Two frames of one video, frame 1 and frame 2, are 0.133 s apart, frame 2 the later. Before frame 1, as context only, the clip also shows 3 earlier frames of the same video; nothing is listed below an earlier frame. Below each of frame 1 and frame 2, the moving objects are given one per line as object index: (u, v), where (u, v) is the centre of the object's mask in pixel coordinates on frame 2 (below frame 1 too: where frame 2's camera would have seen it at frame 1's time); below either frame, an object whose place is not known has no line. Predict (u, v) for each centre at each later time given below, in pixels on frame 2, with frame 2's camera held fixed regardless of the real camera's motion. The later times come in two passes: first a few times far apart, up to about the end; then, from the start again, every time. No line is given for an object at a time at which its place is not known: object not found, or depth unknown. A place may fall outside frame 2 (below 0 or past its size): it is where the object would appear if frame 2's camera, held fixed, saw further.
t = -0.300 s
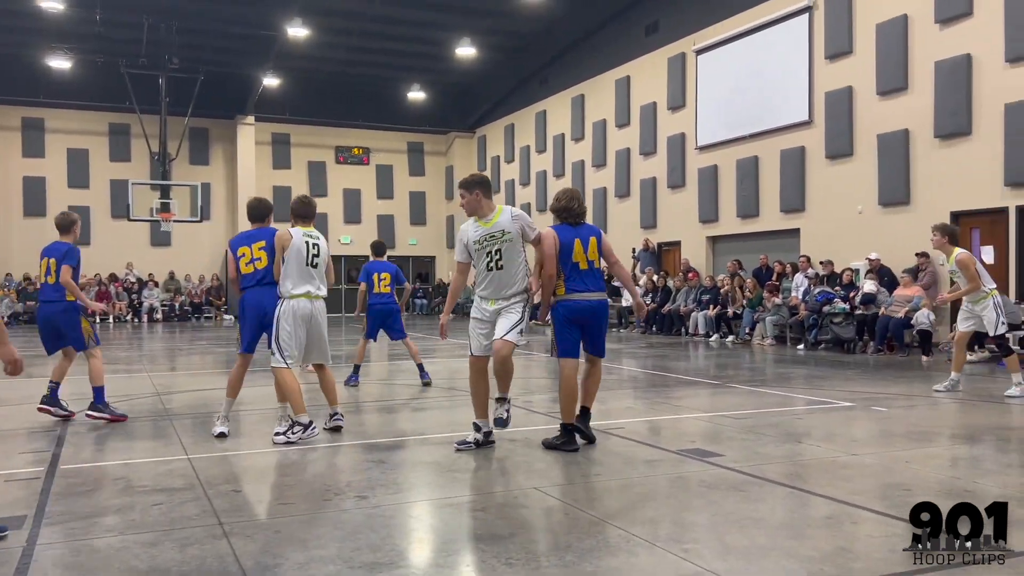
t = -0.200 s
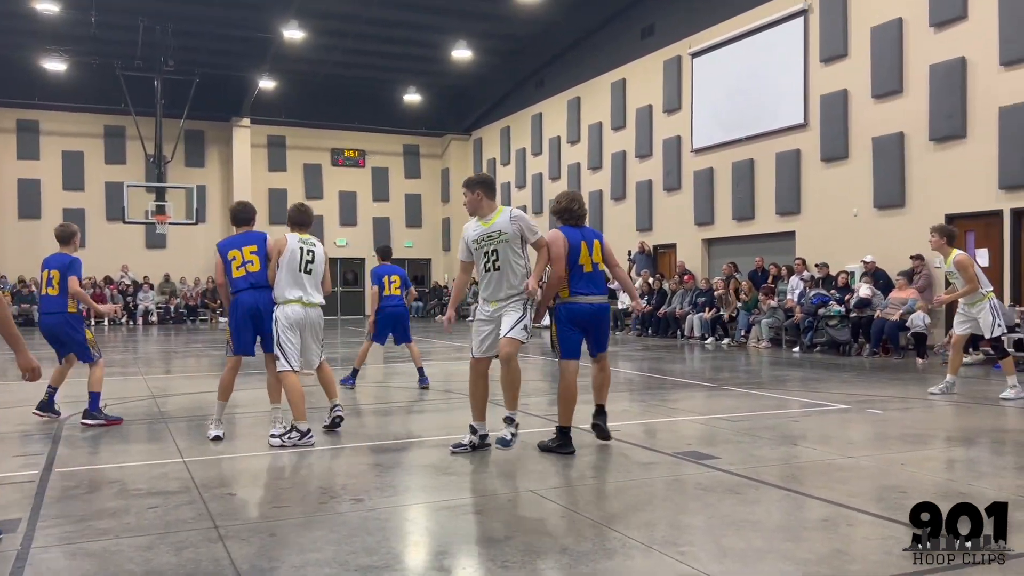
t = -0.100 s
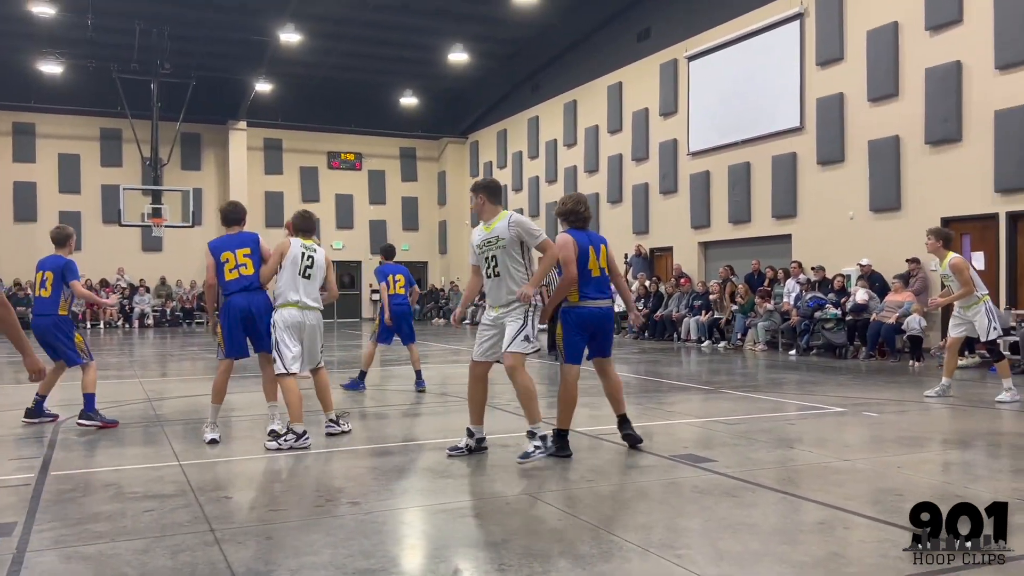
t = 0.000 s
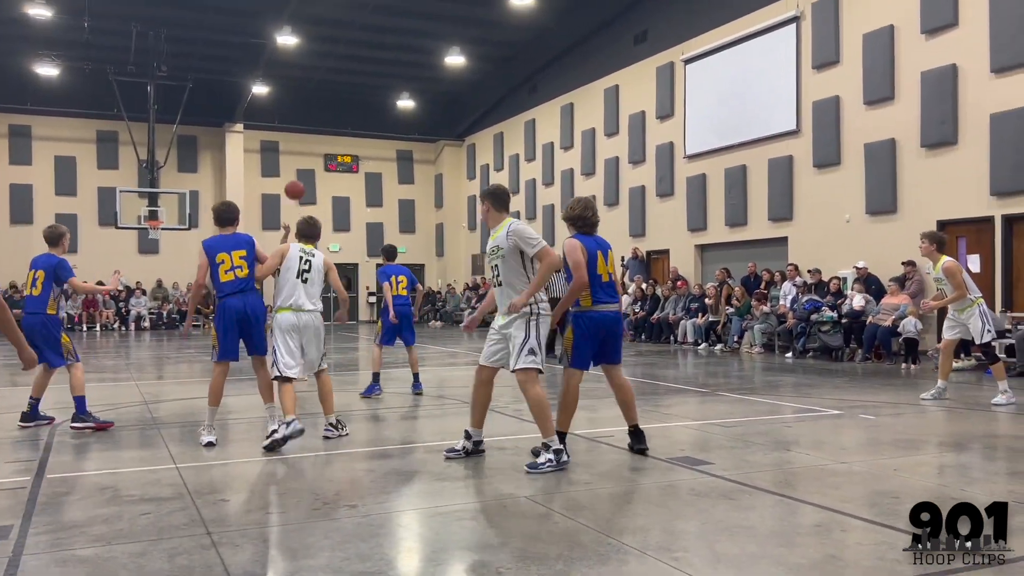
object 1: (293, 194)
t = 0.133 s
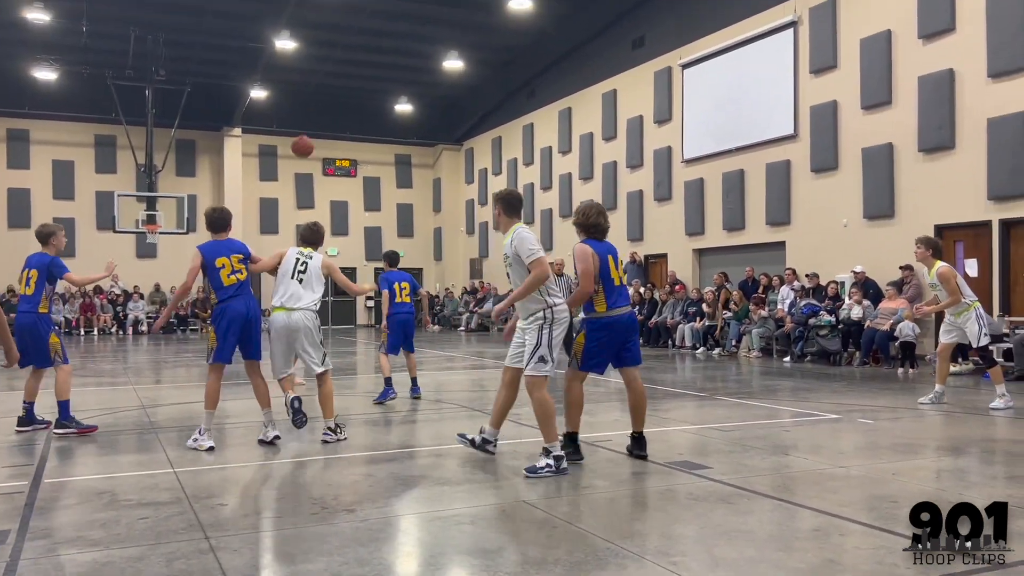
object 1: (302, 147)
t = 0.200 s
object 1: (308, 126)
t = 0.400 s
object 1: (331, 80)
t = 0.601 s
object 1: (364, 70)
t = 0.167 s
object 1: (305, 136)
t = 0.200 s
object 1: (308, 126)
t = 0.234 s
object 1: (312, 117)
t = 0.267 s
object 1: (315, 108)
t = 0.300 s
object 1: (319, 100)
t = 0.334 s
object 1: (323, 93)
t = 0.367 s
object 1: (327, 86)
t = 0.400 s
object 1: (331, 80)
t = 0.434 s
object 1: (336, 76)
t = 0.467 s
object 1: (341, 72)
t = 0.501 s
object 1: (347, 70)
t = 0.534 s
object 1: (352, 69)
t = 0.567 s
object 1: (358, 69)
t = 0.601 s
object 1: (364, 70)
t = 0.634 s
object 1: (371, 74)
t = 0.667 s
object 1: (378, 78)
